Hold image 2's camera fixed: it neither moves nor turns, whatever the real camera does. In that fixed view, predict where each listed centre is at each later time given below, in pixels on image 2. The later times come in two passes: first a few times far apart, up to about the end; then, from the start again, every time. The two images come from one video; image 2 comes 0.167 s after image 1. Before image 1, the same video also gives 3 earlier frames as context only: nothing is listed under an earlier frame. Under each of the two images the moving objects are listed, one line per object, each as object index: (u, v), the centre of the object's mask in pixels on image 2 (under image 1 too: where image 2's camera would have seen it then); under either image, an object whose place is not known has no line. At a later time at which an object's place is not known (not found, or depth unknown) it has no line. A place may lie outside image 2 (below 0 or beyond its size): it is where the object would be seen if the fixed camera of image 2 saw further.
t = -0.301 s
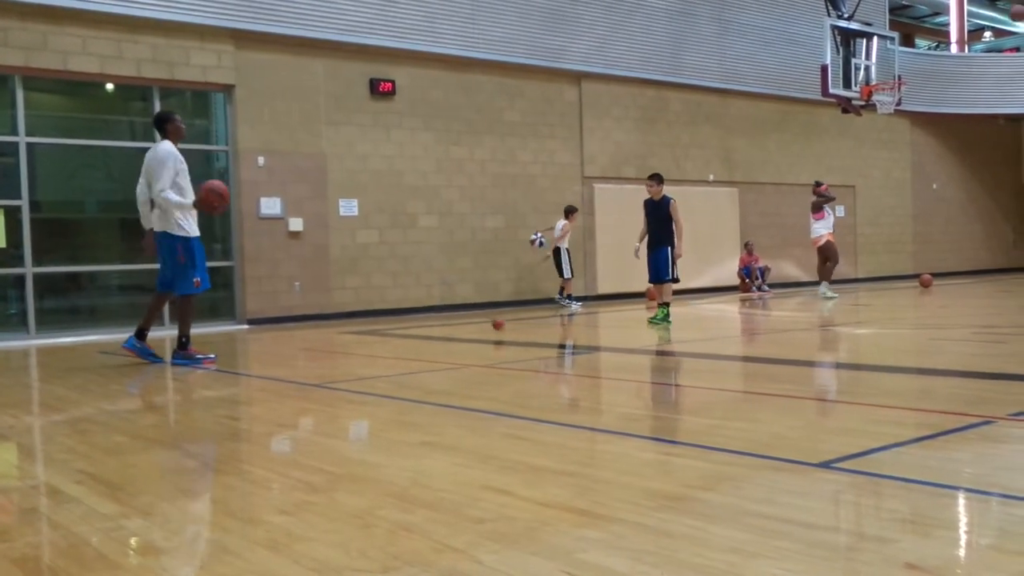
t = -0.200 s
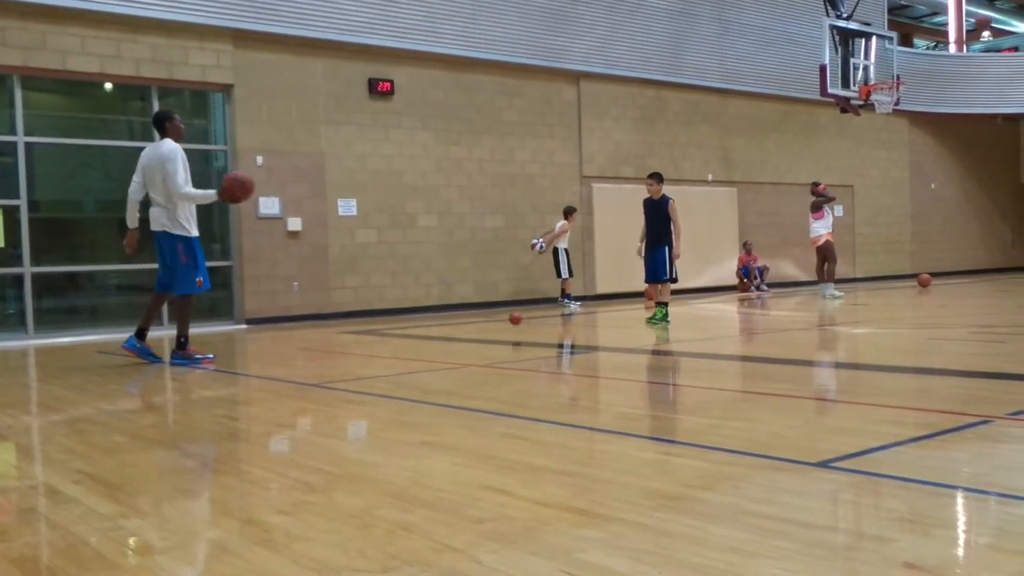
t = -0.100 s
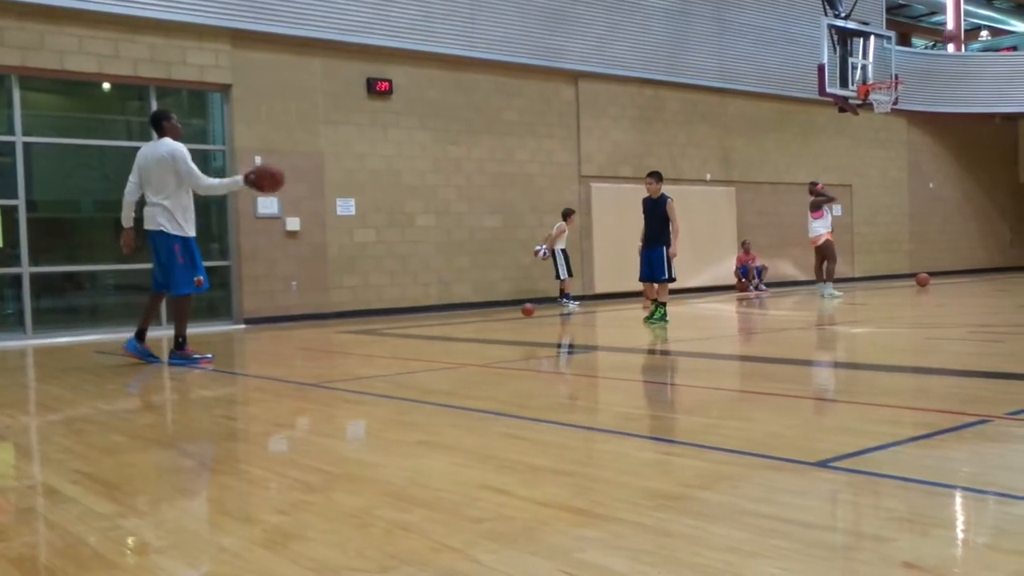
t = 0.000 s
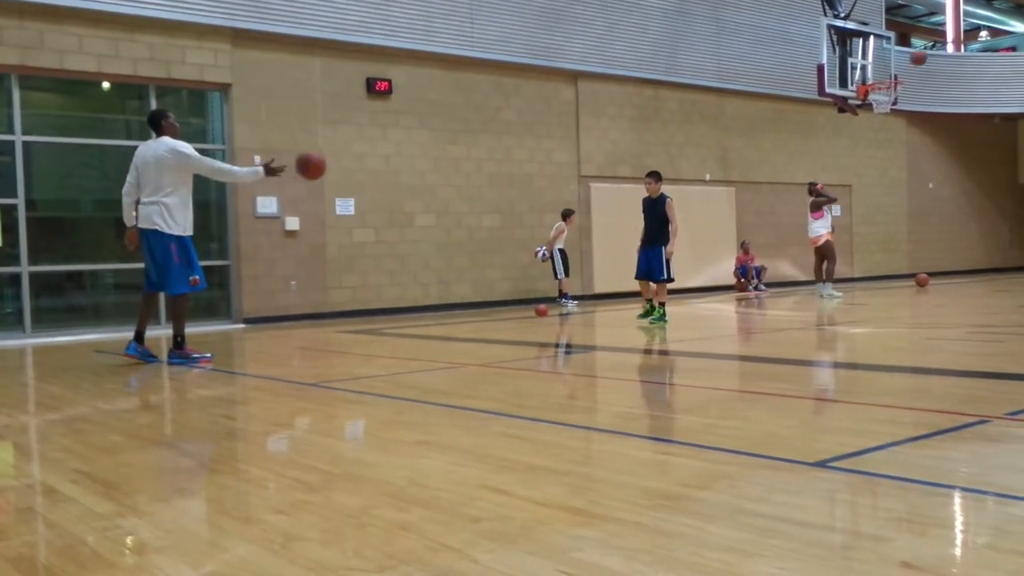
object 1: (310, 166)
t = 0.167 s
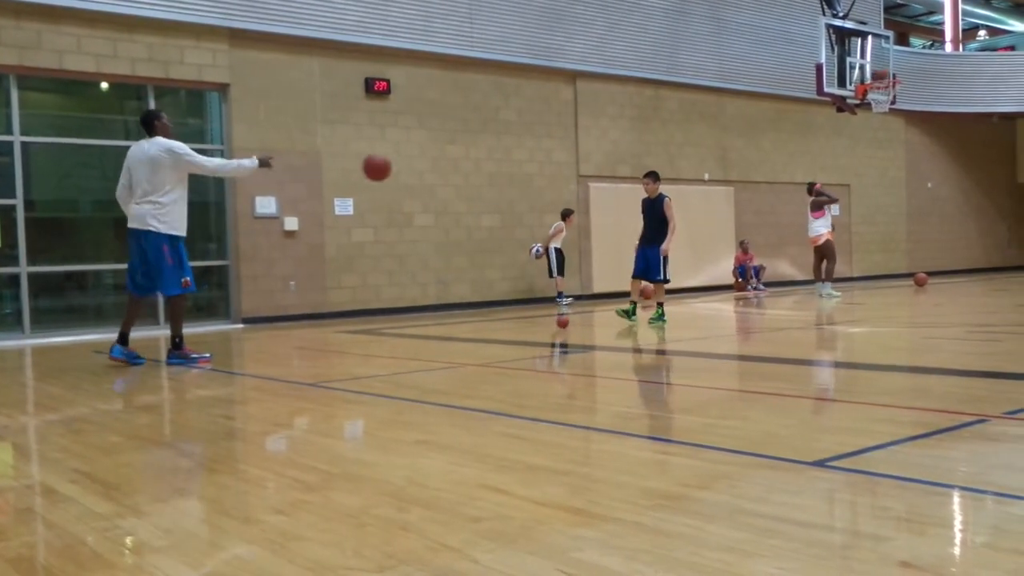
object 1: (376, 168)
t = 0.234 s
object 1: (402, 177)
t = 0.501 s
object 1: (492, 259)
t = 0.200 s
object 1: (389, 172)
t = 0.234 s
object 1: (402, 177)
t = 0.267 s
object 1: (414, 183)
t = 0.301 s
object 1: (426, 191)
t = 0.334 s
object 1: (437, 199)
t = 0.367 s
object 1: (449, 209)
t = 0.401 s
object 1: (460, 220)
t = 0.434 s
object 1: (471, 232)
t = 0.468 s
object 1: (482, 245)
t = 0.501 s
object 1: (492, 259)
